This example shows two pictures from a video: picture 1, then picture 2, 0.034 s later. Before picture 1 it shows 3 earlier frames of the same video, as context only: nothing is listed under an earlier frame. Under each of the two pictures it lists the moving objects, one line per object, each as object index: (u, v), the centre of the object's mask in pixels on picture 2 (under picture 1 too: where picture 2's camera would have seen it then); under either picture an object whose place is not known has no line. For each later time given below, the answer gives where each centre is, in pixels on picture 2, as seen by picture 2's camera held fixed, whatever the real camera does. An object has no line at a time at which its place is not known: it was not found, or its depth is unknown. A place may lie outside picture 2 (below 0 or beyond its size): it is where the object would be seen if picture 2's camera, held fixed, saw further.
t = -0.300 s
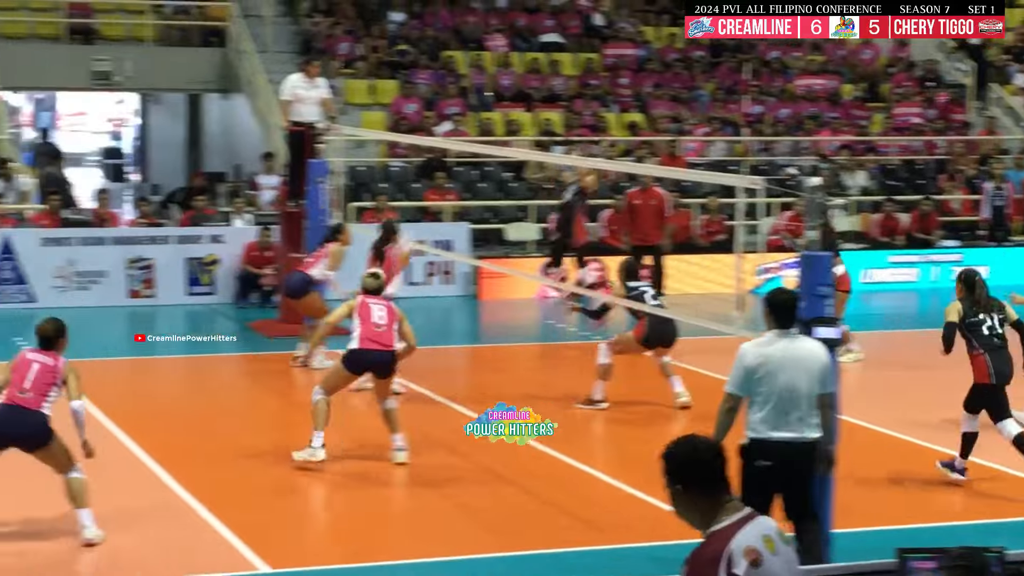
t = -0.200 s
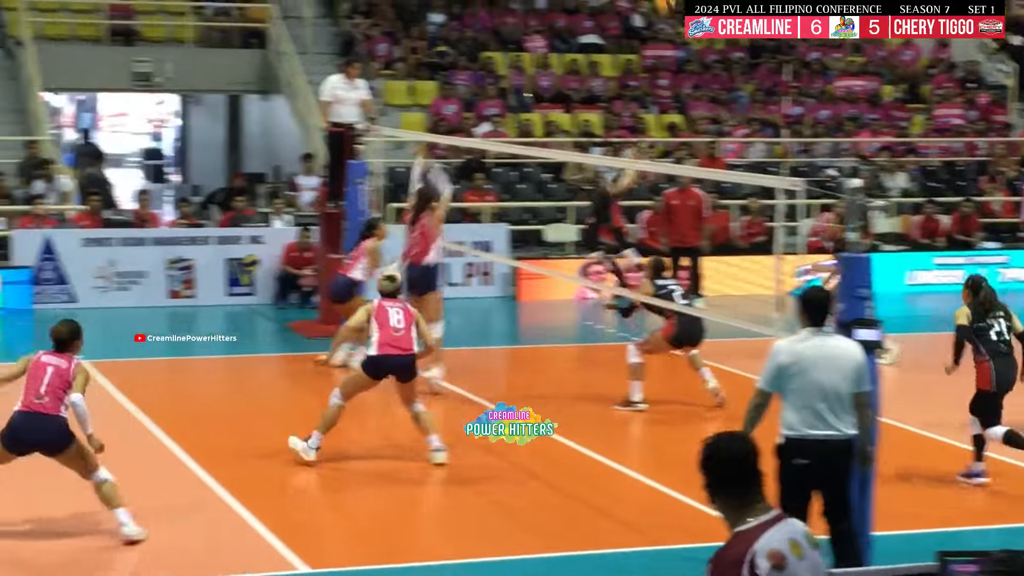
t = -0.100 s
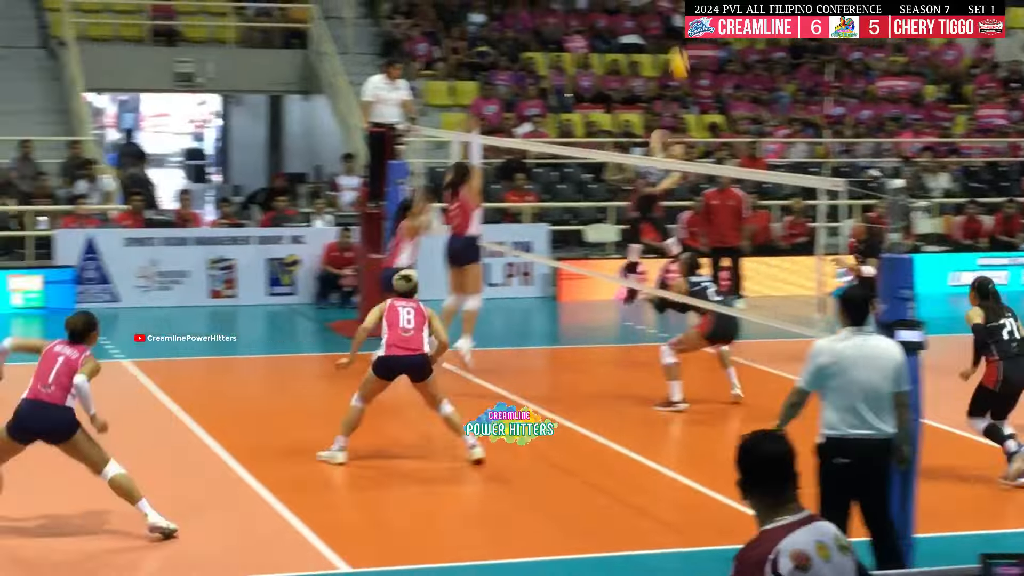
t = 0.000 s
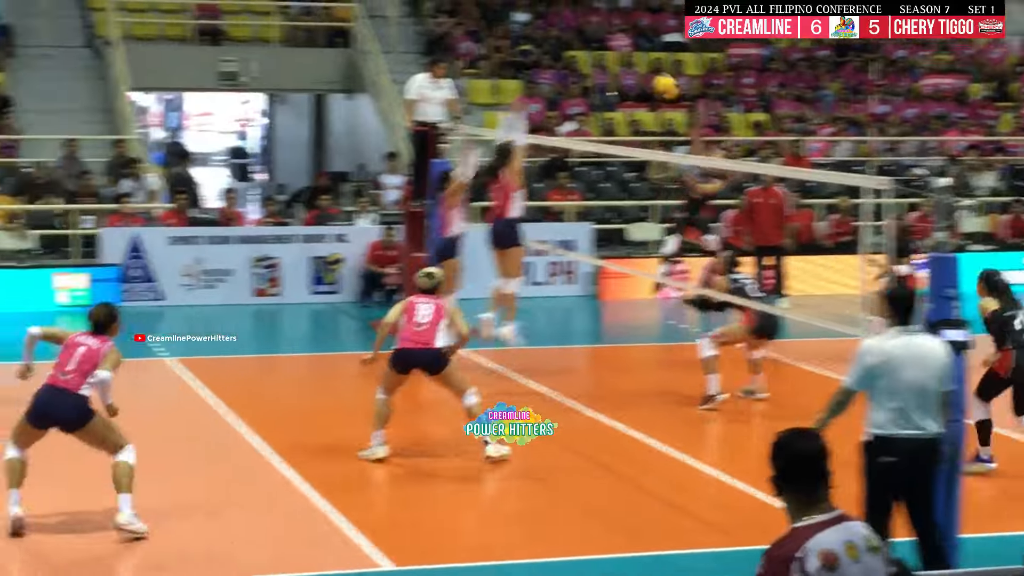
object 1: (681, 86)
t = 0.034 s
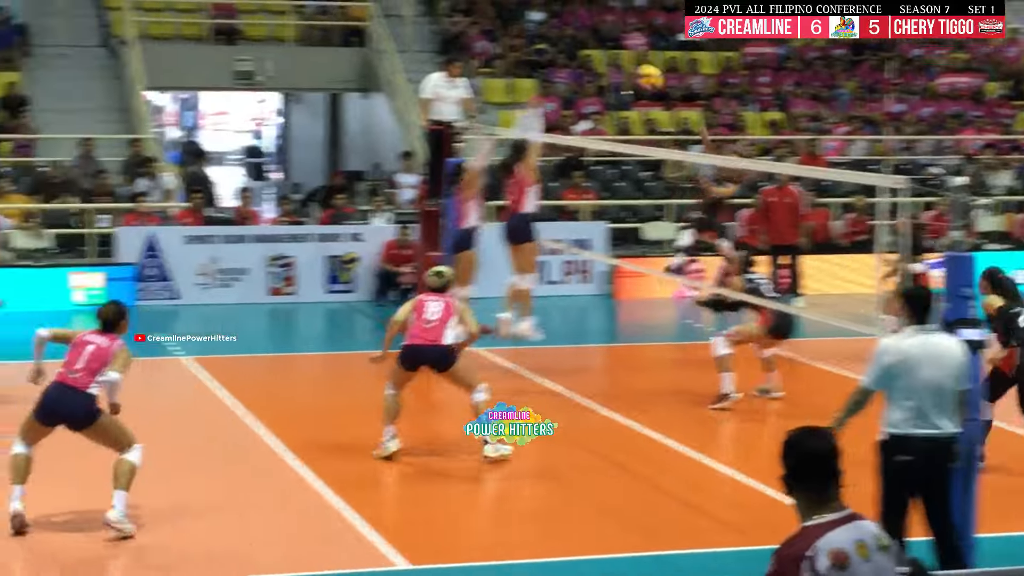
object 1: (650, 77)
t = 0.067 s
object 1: (619, 71)
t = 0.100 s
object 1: (585, 65)
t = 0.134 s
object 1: (550, 62)
